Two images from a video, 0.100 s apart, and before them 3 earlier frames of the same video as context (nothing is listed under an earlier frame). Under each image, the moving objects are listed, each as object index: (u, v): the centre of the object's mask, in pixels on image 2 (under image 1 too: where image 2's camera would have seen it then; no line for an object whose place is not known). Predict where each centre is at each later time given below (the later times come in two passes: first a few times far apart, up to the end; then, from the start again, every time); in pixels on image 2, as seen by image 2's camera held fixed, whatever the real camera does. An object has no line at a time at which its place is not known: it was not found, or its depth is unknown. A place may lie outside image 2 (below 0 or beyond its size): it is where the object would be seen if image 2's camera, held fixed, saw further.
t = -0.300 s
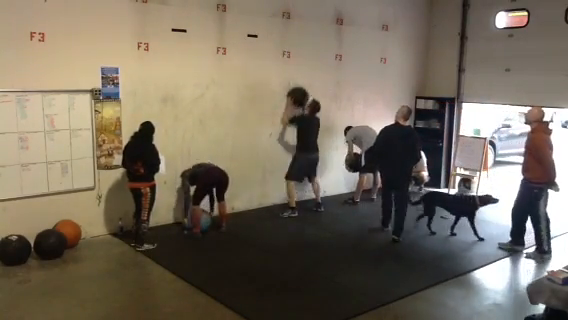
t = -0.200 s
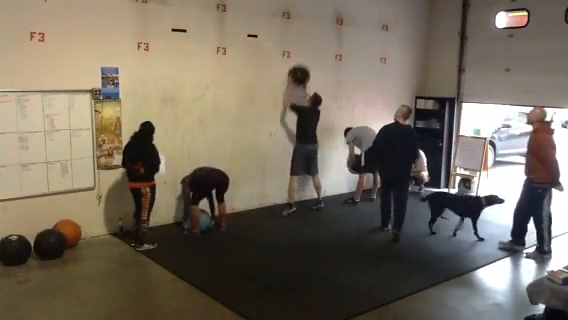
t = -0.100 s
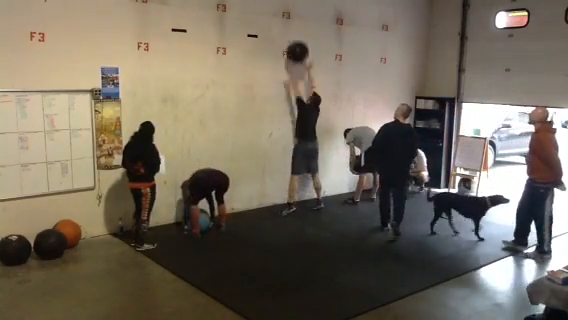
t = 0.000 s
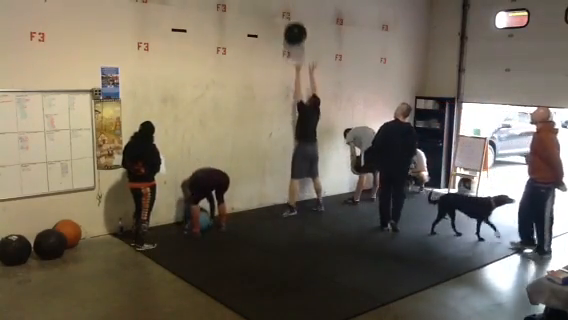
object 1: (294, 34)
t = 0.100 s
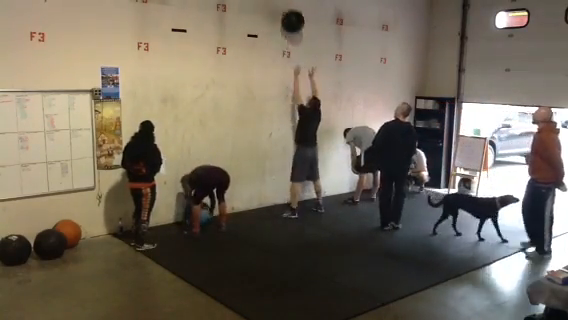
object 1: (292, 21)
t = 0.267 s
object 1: (289, 15)
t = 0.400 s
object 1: (290, 21)
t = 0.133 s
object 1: (292, 19)
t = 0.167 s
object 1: (291, 17)
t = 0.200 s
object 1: (290, 16)
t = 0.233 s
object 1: (289, 15)
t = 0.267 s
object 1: (289, 15)
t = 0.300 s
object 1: (289, 15)
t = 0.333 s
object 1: (289, 16)
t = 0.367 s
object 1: (290, 18)
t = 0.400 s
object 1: (290, 21)
